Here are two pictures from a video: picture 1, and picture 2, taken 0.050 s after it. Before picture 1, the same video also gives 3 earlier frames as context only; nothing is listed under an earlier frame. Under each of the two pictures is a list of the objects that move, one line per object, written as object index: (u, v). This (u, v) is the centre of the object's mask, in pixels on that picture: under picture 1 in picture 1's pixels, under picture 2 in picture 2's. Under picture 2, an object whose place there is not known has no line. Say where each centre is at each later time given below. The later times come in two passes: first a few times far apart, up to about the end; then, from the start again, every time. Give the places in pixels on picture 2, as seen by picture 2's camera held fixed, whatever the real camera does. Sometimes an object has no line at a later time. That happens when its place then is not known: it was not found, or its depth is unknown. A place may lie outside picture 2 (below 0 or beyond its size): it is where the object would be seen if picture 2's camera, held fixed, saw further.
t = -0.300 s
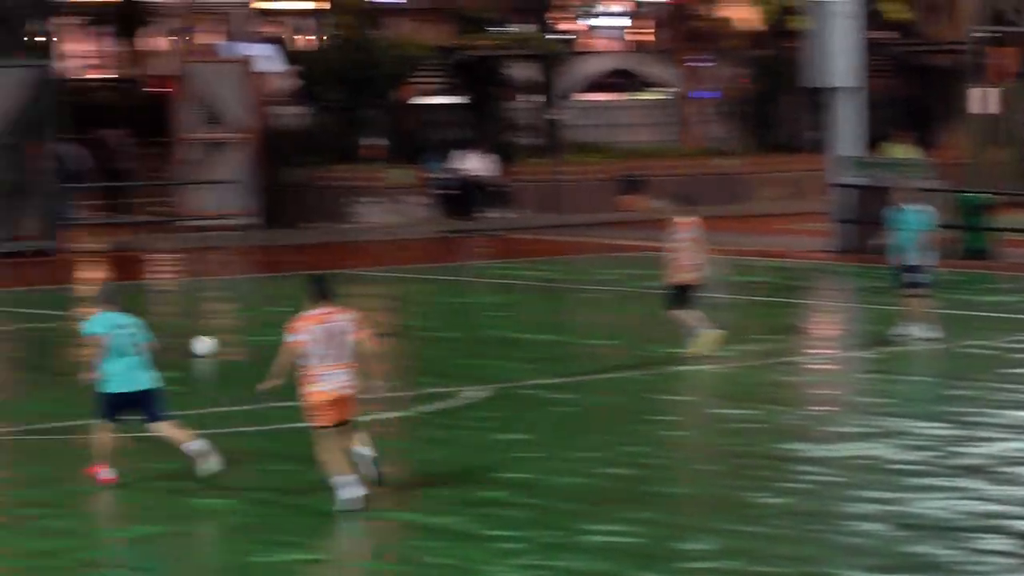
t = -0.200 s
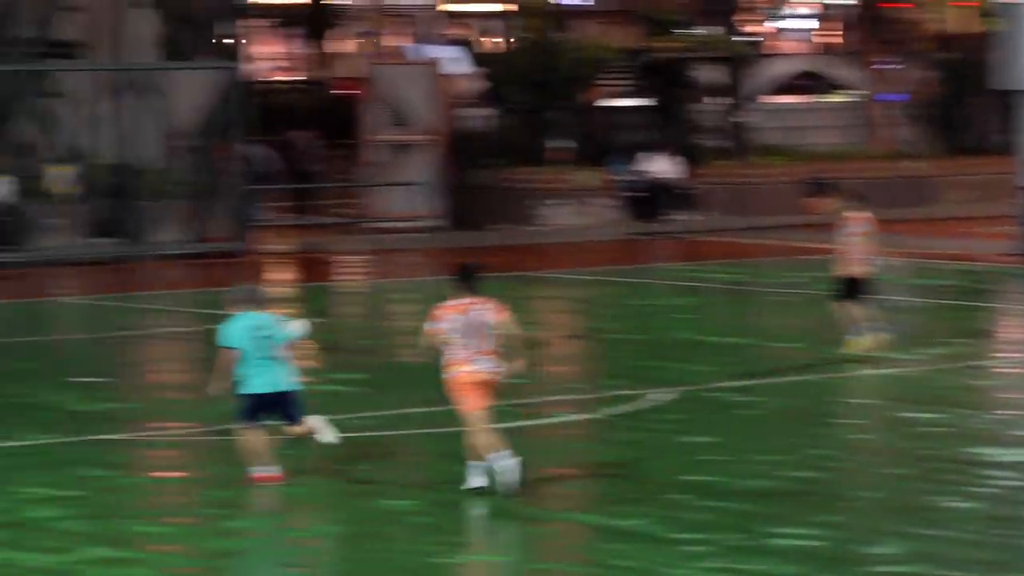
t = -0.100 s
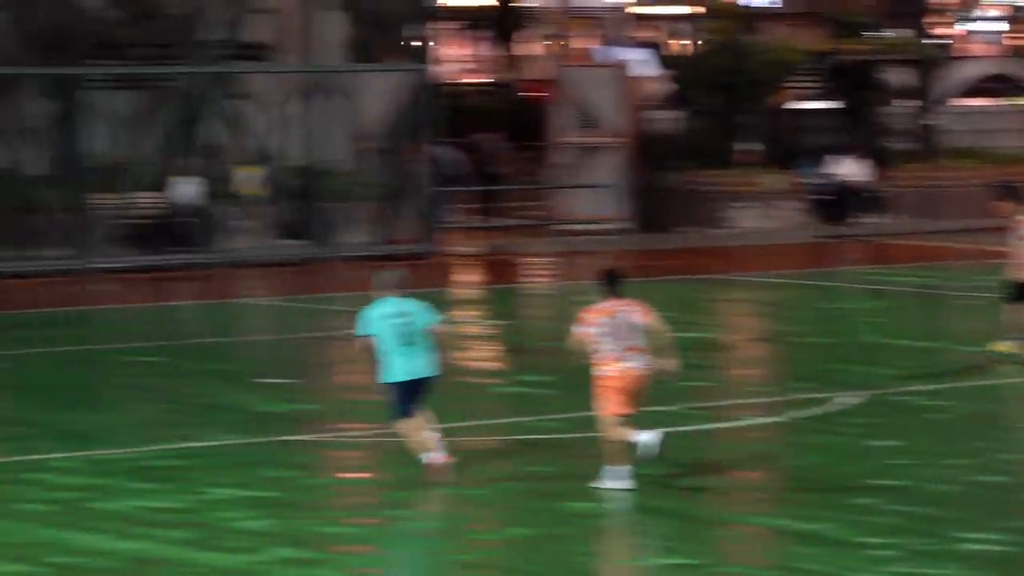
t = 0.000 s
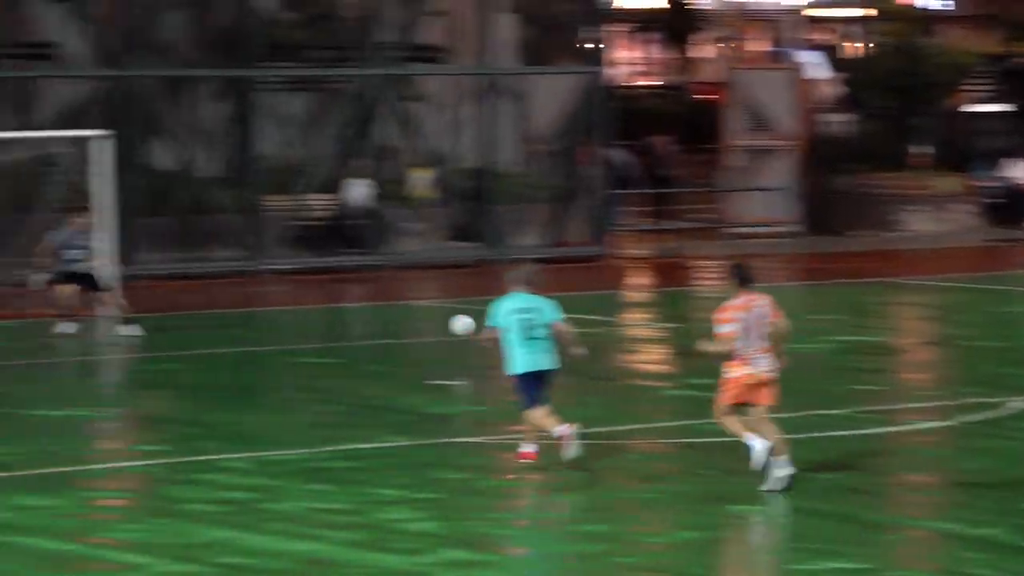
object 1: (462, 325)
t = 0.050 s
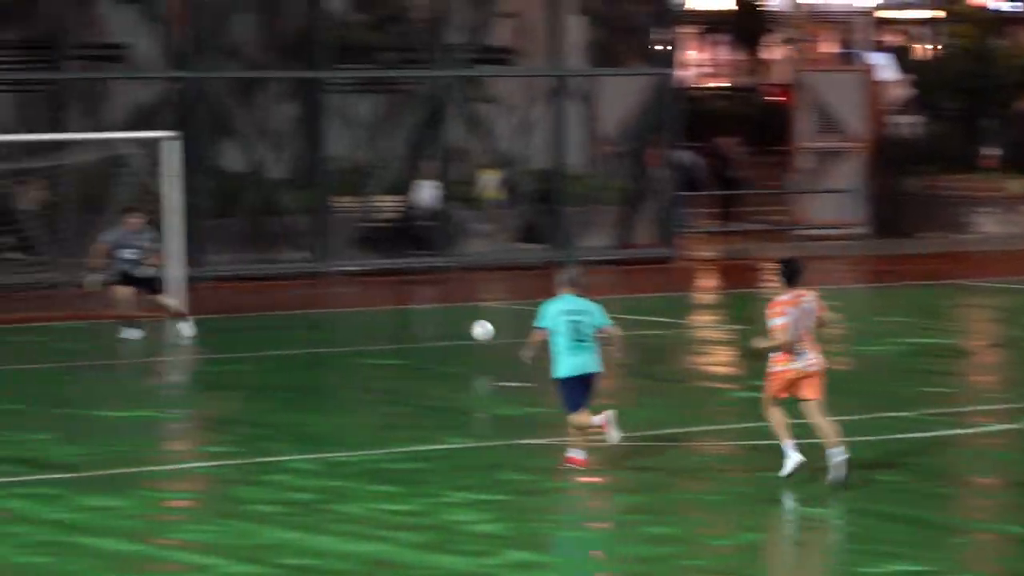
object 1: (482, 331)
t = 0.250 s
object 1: (305, 346)
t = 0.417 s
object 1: (179, 328)
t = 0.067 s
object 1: (467, 332)
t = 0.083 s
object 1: (452, 334)
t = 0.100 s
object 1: (436, 337)
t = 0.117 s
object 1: (421, 340)
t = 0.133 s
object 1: (405, 343)
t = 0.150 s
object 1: (390, 346)
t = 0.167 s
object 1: (374, 349)
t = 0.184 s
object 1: (359, 353)
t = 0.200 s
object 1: (344, 356)
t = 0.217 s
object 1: (330, 353)
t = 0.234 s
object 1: (318, 350)
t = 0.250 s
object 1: (305, 346)
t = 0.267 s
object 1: (293, 343)
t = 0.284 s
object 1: (280, 341)
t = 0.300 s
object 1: (268, 338)
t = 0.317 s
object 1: (255, 336)
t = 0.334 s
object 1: (242, 334)
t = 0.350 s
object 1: (230, 332)
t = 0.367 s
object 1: (217, 331)
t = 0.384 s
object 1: (204, 329)
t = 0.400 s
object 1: (192, 329)
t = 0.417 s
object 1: (179, 328)
